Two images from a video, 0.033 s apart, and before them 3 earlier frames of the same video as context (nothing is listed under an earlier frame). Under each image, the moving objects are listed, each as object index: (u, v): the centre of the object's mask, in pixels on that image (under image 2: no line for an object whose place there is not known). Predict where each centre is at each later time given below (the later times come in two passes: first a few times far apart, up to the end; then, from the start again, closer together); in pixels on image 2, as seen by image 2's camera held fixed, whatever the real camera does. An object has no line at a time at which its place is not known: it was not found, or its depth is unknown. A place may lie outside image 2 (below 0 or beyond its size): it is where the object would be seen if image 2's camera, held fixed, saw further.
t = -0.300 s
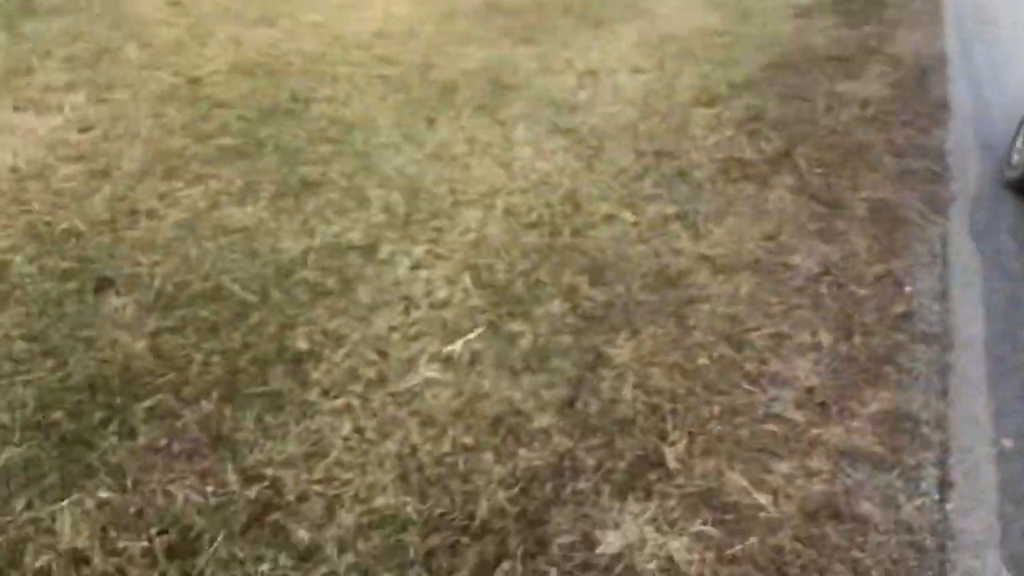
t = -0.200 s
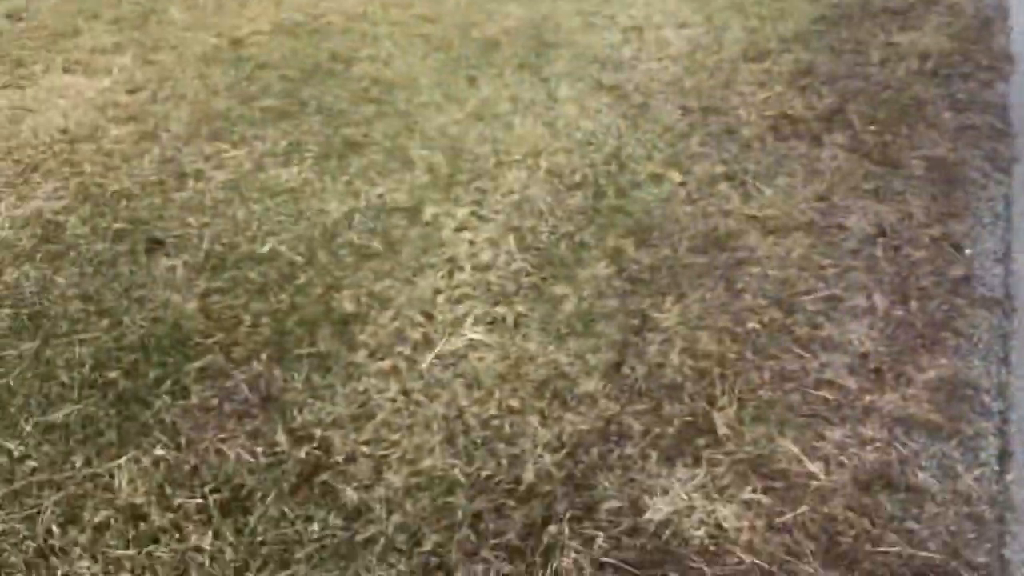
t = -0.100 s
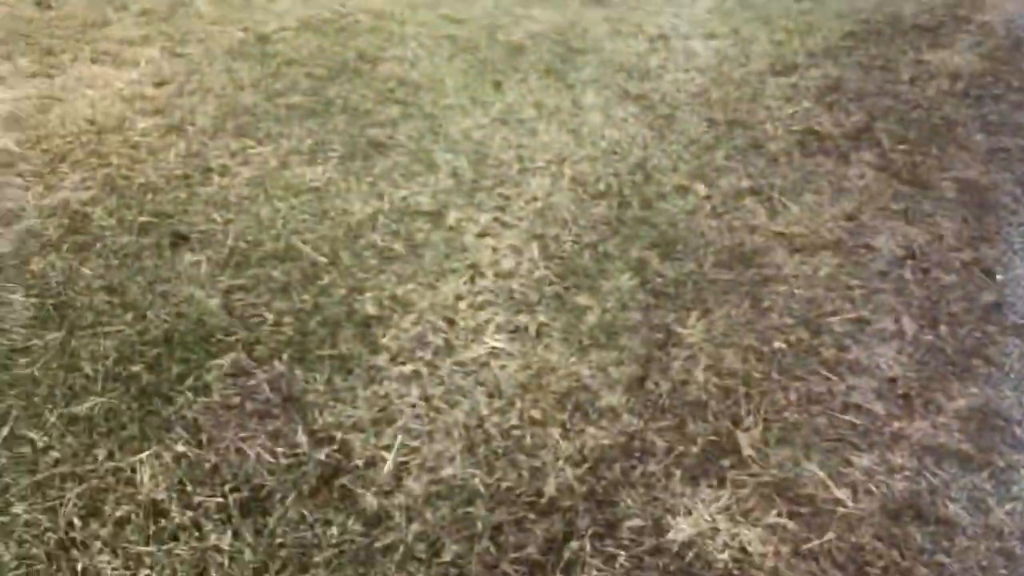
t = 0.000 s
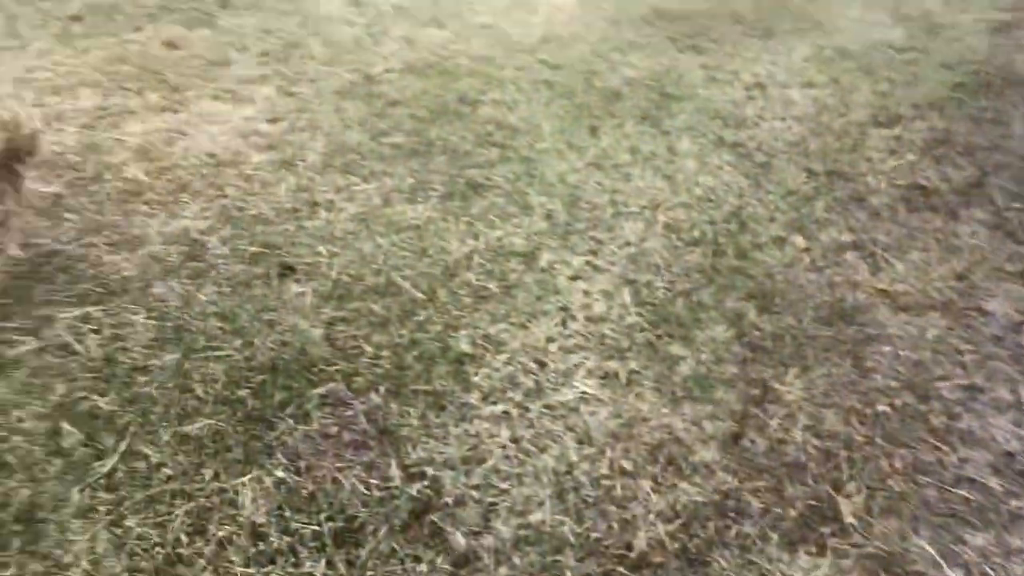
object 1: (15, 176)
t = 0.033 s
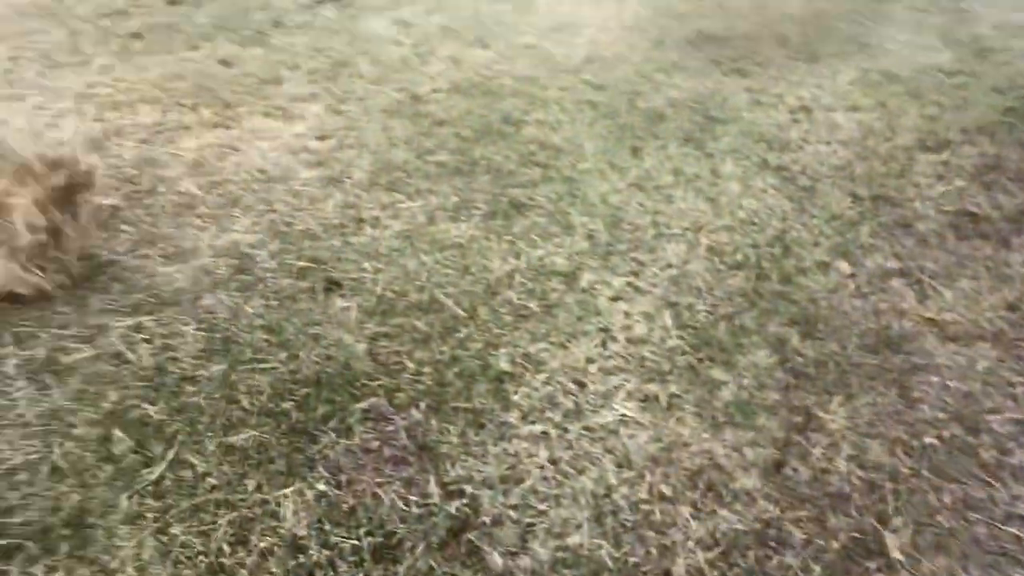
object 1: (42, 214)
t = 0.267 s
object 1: (-76, 106)
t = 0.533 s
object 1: (-90, 65)
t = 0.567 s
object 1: (-87, 60)
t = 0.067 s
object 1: (11, 203)
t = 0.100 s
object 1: (-20, 183)
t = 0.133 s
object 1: (-57, 156)
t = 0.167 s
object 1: (-76, 134)
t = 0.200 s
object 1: (-78, 123)
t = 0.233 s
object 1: (-66, 128)
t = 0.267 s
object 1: (-76, 106)
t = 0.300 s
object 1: (-90, 93)
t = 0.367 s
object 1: (-94, 73)
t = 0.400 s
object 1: (-95, 70)
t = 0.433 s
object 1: (-101, 70)
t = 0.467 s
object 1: (-103, 69)
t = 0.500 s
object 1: (-87, 77)
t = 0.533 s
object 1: (-90, 65)
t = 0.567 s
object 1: (-87, 60)
